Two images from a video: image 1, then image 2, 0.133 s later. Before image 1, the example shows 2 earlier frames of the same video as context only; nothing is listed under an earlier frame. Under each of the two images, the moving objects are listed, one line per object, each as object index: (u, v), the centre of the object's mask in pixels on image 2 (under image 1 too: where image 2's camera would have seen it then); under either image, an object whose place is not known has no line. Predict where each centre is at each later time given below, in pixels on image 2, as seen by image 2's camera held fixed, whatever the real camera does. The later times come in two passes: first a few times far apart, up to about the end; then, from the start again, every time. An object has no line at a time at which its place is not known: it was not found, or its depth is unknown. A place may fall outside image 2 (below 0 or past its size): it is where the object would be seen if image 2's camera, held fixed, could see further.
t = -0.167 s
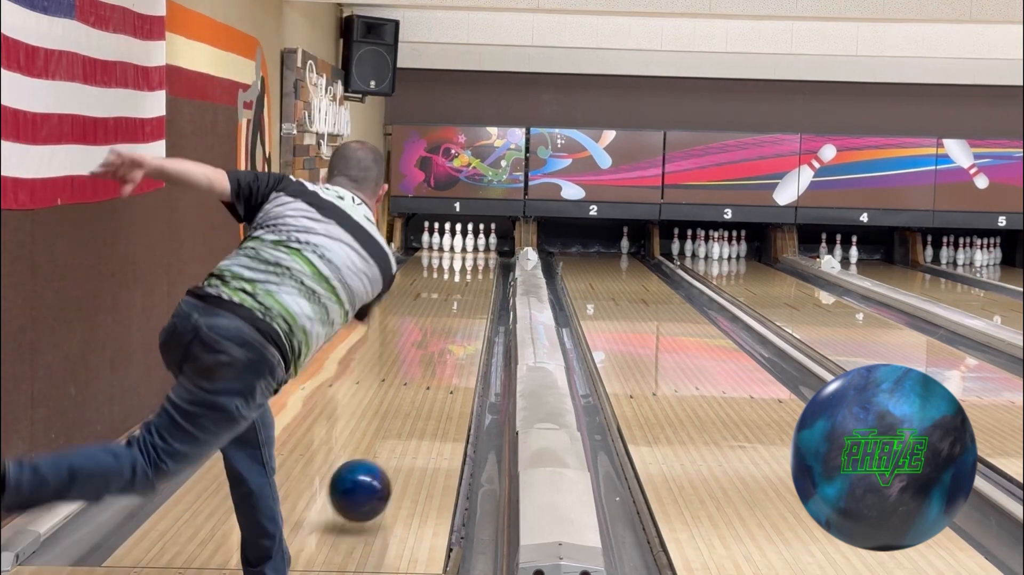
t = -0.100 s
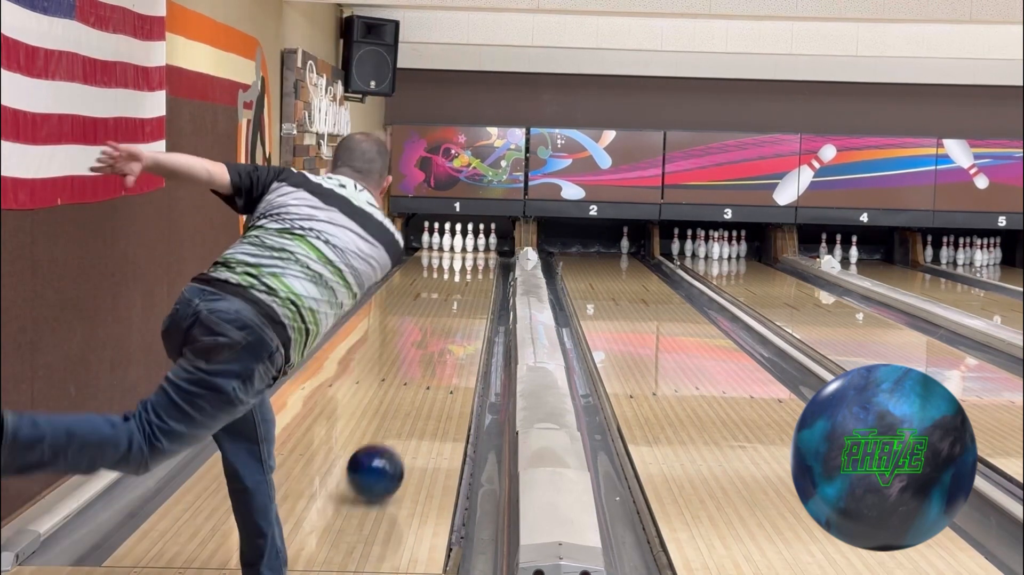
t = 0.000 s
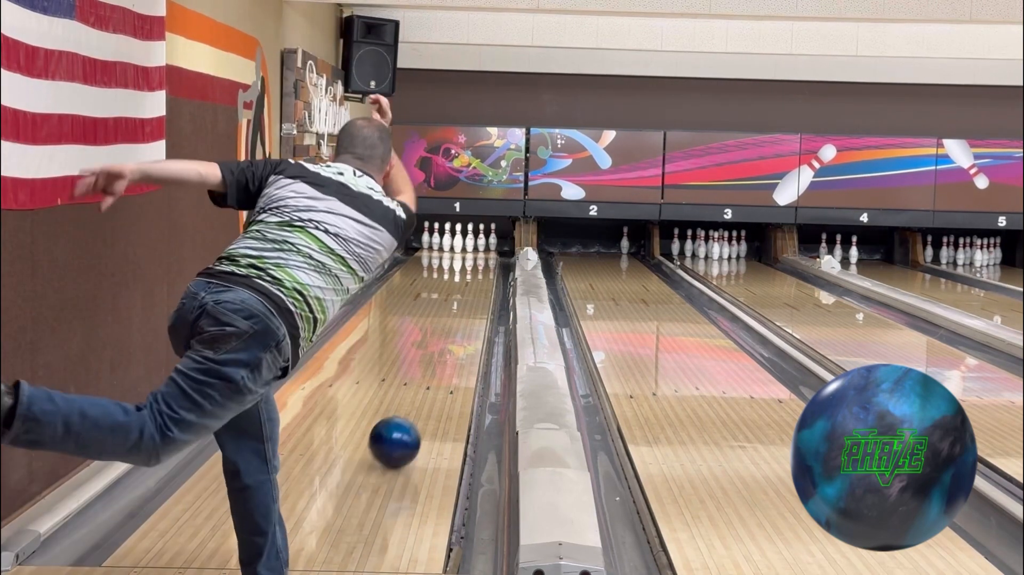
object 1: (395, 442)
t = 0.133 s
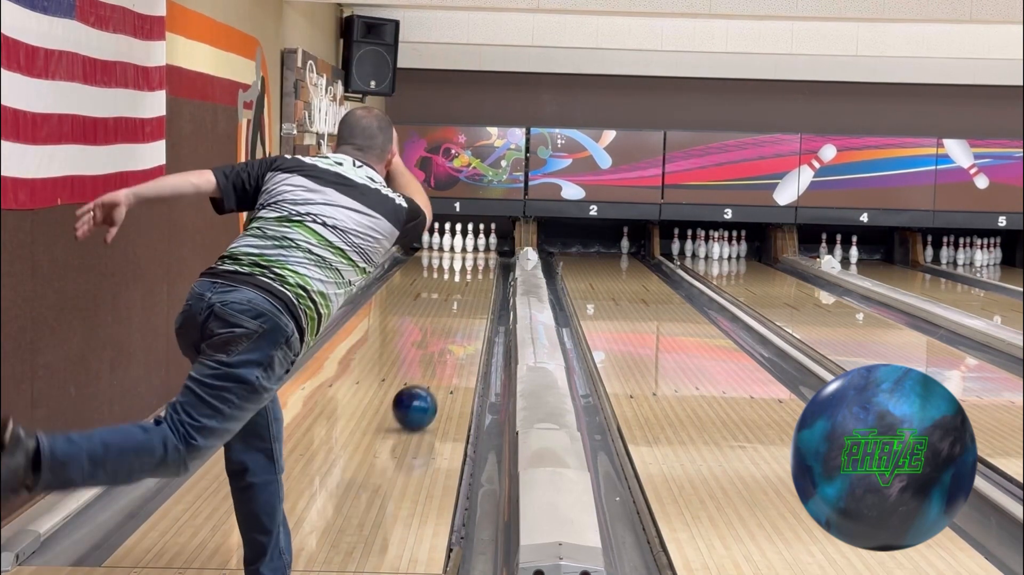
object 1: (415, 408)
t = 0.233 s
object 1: (426, 387)
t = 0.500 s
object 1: (448, 345)
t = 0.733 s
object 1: (460, 320)
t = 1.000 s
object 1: (468, 298)
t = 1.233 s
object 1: (472, 284)
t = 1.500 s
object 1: (473, 270)
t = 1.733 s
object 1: (472, 261)
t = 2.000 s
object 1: (468, 253)
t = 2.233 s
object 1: (464, 246)
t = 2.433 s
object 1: (466, 243)
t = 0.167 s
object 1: (419, 400)
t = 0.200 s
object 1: (423, 393)
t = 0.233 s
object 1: (426, 387)
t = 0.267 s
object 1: (430, 380)
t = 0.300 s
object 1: (433, 374)
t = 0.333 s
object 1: (436, 369)
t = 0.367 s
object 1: (439, 363)
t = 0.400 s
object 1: (441, 359)
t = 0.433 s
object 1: (444, 354)
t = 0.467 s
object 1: (446, 349)
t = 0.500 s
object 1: (448, 345)
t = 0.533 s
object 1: (450, 341)
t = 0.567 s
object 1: (452, 337)
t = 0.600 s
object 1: (454, 333)
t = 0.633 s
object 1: (455, 330)
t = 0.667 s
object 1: (457, 326)
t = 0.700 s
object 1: (459, 323)
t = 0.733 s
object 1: (460, 320)
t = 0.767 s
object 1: (461, 317)
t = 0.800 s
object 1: (462, 313)
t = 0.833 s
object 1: (464, 311)
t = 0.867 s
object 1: (465, 308)
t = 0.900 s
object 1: (466, 305)
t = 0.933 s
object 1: (466, 303)
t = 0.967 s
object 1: (467, 300)
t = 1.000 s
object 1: (468, 298)
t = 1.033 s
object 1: (469, 296)
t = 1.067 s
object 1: (469, 294)
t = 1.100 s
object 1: (470, 291)
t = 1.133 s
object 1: (471, 289)
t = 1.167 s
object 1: (471, 287)
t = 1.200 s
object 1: (472, 286)
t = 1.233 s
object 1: (472, 284)
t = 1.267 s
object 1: (472, 282)
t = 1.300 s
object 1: (473, 280)
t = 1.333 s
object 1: (473, 278)
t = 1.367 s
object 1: (473, 276)
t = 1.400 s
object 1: (473, 275)
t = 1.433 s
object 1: (473, 273)
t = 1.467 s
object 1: (473, 271)
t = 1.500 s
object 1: (473, 270)
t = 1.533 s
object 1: (473, 269)
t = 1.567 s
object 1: (473, 268)
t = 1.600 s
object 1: (473, 266)
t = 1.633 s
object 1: (473, 265)
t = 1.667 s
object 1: (472, 264)
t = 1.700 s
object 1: (472, 262)
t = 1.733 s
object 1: (472, 261)
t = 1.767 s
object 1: (471, 260)
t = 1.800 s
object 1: (471, 259)
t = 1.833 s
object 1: (471, 258)
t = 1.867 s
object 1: (470, 257)
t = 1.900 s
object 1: (470, 255)
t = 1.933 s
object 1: (469, 255)
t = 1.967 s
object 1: (469, 253)
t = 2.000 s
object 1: (468, 253)
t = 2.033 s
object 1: (468, 252)
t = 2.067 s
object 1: (467, 251)
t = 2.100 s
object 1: (466, 250)
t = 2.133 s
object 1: (466, 249)
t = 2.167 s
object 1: (465, 248)
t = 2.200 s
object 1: (464, 247)
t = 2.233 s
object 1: (464, 246)
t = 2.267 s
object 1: (463, 245)
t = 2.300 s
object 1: (464, 245)
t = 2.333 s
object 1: (465, 244)
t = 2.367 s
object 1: (465, 244)
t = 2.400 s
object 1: (465, 244)
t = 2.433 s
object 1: (466, 243)
